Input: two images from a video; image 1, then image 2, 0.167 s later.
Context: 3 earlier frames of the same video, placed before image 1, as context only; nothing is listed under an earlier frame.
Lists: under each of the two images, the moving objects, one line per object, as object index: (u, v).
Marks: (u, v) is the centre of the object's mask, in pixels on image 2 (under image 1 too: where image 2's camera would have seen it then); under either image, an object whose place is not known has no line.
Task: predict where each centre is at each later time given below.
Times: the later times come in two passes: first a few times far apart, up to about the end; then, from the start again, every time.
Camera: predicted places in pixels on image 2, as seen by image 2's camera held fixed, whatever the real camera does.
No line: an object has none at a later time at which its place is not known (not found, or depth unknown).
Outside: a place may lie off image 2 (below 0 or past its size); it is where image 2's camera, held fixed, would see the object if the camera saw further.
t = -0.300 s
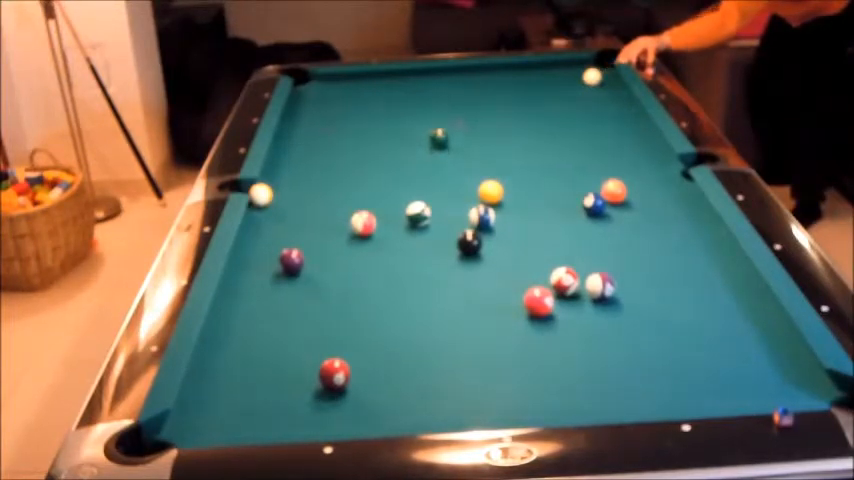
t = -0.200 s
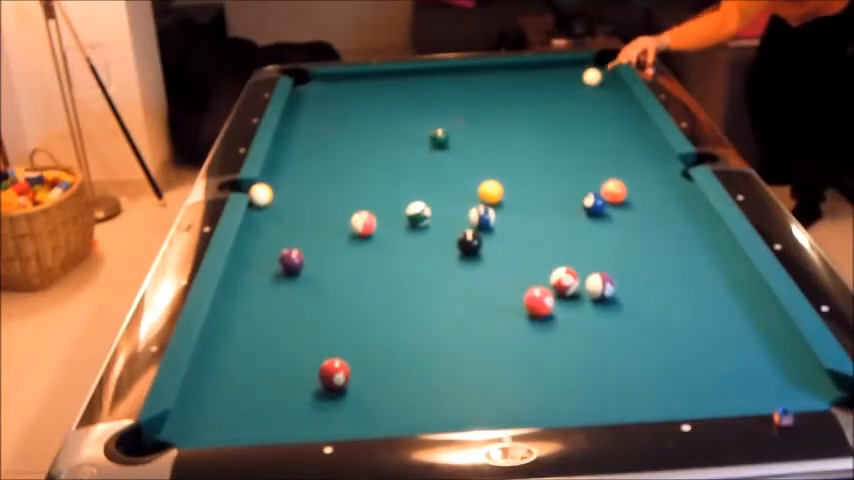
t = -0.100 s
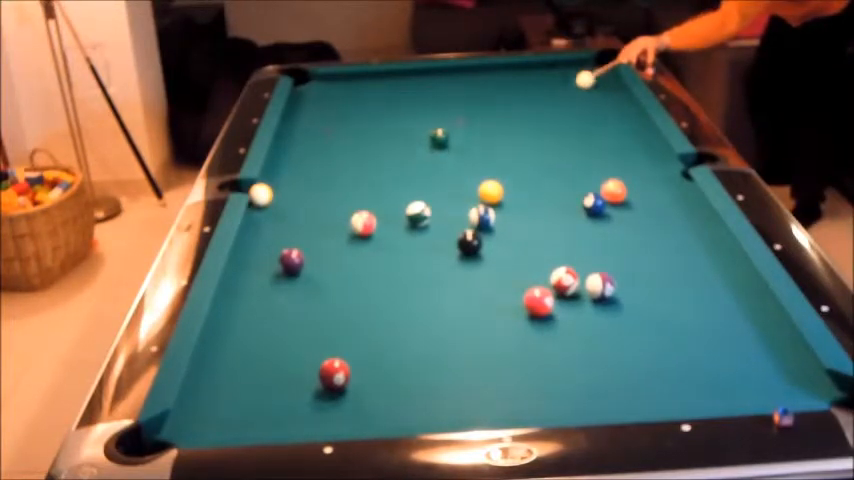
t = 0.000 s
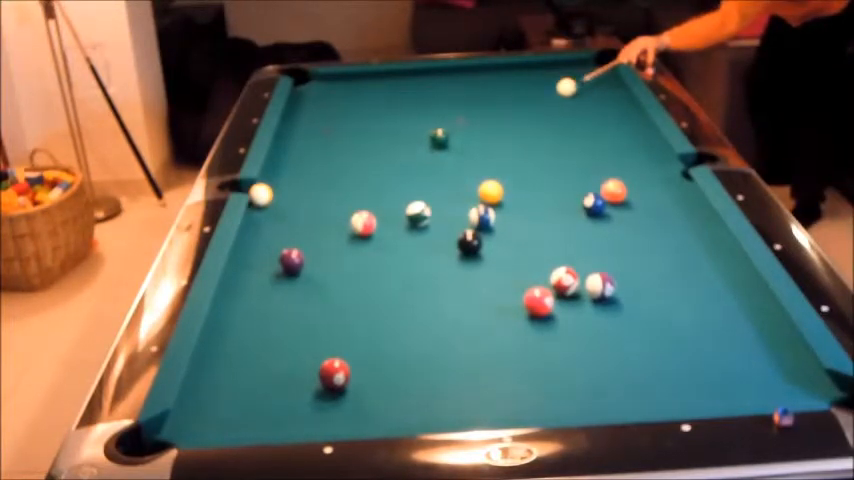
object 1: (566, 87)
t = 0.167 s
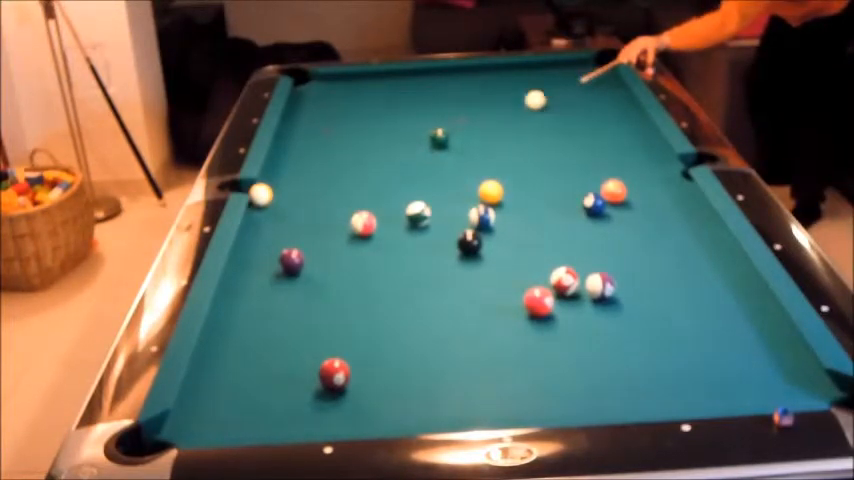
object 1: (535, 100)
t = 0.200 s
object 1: (529, 102)
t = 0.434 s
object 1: (481, 122)
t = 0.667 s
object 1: (457, 136)
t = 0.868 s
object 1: (453, 143)
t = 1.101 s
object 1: (449, 151)
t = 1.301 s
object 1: (445, 158)
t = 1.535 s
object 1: (441, 165)
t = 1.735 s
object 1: (437, 172)
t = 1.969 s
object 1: (433, 179)
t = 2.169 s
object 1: (430, 185)
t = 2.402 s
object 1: (426, 190)
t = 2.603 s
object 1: (423, 194)
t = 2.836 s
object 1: (420, 198)
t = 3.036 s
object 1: (416, 199)
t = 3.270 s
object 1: (413, 201)
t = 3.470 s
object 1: (413, 202)
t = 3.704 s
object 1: (413, 203)
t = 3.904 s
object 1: (413, 202)
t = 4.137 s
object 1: (413, 202)
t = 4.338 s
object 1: (412, 202)
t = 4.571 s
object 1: (412, 202)
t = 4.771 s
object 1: (412, 202)
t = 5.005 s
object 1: (412, 202)
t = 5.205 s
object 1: (412, 202)
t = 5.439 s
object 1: (412, 202)
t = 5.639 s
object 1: (412, 202)
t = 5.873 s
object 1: (412, 203)
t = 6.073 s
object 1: (412, 202)
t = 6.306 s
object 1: (412, 203)
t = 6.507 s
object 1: (412, 202)
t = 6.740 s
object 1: (412, 202)
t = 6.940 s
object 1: (412, 202)
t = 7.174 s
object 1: (412, 202)
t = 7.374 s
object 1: (412, 202)
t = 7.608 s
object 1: (412, 202)
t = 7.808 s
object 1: (413, 202)
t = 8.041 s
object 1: (413, 202)
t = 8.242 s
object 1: (412, 202)
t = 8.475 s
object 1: (412, 202)
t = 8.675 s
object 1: (412, 203)
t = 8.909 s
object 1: (412, 202)
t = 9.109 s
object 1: (412, 202)
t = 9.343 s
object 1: (413, 202)
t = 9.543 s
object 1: (413, 202)
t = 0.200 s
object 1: (529, 102)
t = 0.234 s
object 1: (522, 105)
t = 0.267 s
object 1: (516, 107)
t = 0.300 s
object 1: (509, 110)
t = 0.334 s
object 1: (502, 113)
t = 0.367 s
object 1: (495, 116)
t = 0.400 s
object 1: (488, 119)
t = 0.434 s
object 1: (481, 122)
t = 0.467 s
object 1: (474, 124)
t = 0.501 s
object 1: (467, 128)
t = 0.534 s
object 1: (460, 131)
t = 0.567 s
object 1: (456, 132)
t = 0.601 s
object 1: (457, 134)
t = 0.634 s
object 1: (457, 134)
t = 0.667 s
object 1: (457, 136)
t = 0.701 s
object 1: (456, 137)
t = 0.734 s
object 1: (455, 138)
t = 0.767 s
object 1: (455, 139)
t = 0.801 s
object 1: (454, 141)
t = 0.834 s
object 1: (453, 142)
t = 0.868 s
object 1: (453, 143)
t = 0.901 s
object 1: (452, 144)
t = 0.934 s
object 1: (451, 146)
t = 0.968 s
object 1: (451, 147)
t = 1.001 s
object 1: (450, 148)
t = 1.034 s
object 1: (450, 149)
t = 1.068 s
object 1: (449, 150)
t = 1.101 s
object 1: (449, 151)
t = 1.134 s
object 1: (448, 152)
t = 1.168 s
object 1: (447, 154)
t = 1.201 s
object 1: (447, 155)
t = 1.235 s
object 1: (446, 156)
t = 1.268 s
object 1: (446, 157)
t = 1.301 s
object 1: (445, 158)
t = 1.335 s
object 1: (444, 159)
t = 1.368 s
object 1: (444, 160)
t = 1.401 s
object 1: (443, 161)
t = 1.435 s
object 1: (442, 162)
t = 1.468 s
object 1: (442, 164)
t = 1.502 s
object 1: (441, 165)
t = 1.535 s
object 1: (441, 165)
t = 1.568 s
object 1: (440, 167)
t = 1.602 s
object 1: (440, 168)
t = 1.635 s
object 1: (439, 169)
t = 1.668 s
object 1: (439, 170)
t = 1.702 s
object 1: (438, 171)
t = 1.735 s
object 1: (437, 172)
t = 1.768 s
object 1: (436, 173)
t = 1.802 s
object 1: (436, 174)
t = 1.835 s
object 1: (435, 175)
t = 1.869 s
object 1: (435, 176)
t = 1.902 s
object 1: (434, 177)
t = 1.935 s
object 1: (434, 178)
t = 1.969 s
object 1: (433, 179)
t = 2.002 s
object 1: (433, 180)
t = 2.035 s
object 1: (432, 181)
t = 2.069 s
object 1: (431, 182)
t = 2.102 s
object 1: (431, 183)
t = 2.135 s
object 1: (430, 184)
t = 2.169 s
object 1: (430, 185)
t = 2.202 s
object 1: (429, 186)
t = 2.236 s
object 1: (429, 187)
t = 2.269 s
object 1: (428, 188)
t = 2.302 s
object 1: (428, 188)
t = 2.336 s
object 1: (427, 189)
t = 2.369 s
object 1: (427, 190)
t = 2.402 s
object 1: (426, 190)
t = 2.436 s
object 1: (425, 191)
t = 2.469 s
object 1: (425, 192)
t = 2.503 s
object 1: (425, 192)
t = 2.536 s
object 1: (424, 193)
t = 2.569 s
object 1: (424, 193)
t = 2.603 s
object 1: (423, 194)
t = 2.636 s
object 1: (423, 195)
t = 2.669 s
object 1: (423, 196)
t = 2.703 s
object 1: (422, 196)
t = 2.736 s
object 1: (421, 197)
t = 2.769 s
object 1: (421, 197)
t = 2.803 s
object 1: (420, 198)
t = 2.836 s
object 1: (420, 198)
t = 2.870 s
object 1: (419, 198)
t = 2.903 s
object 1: (418, 198)
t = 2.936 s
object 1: (417, 199)
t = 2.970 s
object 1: (417, 199)
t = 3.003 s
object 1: (416, 199)
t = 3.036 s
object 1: (416, 199)
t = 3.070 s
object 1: (415, 200)
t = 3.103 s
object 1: (415, 200)
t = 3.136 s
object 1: (415, 200)
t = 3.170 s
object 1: (414, 201)
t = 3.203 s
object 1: (414, 201)
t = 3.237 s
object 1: (414, 201)
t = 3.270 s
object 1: (413, 201)
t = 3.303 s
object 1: (413, 202)
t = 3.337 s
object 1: (413, 202)
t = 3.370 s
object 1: (413, 202)
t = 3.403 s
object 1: (413, 202)
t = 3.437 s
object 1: (412, 202)
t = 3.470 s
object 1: (413, 202)
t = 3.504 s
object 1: (413, 202)
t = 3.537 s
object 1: (413, 202)
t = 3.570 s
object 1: (413, 202)
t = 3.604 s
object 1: (412, 202)
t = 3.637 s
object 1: (412, 203)
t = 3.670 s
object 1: (413, 203)
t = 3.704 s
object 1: (413, 203)
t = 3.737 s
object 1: (413, 202)
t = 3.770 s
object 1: (413, 202)
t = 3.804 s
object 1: (413, 203)
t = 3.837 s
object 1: (413, 203)
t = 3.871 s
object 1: (413, 202)
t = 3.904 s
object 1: (413, 202)
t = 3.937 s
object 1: (413, 202)
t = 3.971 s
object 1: (413, 202)
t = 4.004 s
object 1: (413, 202)
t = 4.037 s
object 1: (413, 202)
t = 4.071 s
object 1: (413, 202)
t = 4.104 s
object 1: (413, 202)
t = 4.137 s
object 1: (413, 202)
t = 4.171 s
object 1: (413, 202)
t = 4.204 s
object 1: (413, 202)
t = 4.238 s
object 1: (412, 202)
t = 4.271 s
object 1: (412, 202)
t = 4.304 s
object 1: (412, 202)
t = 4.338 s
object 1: (412, 202)
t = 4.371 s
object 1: (412, 202)
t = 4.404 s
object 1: (412, 202)
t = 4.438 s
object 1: (412, 202)
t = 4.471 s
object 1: (412, 202)
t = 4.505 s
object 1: (412, 202)
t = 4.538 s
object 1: (412, 202)
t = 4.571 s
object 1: (412, 202)
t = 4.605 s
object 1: (412, 202)
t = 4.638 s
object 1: (412, 202)
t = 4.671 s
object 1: (412, 202)
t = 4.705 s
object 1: (412, 202)
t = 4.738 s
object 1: (412, 202)
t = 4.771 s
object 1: (412, 202)
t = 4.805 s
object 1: (412, 202)
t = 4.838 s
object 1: (412, 202)
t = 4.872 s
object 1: (412, 202)
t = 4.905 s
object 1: (412, 202)
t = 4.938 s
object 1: (412, 202)
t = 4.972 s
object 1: (412, 202)
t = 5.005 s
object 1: (412, 202)
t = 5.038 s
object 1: (412, 202)
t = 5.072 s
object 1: (412, 202)
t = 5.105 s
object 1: (412, 202)
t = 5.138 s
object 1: (412, 202)
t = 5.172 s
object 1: (412, 202)
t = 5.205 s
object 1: (412, 202)
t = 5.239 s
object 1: (413, 202)
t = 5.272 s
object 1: (412, 202)
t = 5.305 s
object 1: (412, 202)
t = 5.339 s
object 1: (413, 202)
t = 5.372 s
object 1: (412, 202)
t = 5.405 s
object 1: (412, 202)
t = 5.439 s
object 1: (412, 202)
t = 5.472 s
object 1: (412, 202)
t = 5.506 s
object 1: (412, 202)
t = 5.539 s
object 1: (412, 202)
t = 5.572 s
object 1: (412, 202)
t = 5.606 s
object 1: (412, 202)
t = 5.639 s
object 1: (412, 202)
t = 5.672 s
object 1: (412, 202)
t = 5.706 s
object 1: (412, 203)
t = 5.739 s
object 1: (412, 203)
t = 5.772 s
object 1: (412, 202)
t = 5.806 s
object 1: (412, 203)
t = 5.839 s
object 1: (412, 202)
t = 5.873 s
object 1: (412, 203)
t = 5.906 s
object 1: (412, 203)
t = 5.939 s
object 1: (413, 203)
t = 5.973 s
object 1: (412, 203)
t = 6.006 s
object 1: (412, 203)
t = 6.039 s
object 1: (412, 203)
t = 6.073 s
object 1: (412, 202)
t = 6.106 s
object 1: (412, 202)
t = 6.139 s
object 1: (412, 202)
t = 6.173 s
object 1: (412, 202)
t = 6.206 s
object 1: (412, 202)
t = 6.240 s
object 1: (412, 202)
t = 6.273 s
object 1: (412, 202)
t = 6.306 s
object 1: (412, 203)
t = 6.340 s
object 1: (412, 202)
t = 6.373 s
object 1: (412, 202)
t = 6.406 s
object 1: (412, 202)
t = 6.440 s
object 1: (412, 202)
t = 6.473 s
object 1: (412, 202)
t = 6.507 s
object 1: (412, 202)
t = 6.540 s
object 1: (412, 202)
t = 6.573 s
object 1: (412, 202)
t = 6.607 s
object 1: (412, 202)
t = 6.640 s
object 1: (412, 202)
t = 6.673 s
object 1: (412, 202)
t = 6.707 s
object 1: (412, 202)
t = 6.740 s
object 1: (412, 202)
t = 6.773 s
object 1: (412, 202)
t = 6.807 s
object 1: (412, 202)
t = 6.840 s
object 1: (412, 202)
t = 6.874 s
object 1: (412, 202)
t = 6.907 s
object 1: (412, 202)
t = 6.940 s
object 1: (412, 202)
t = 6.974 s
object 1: (412, 202)
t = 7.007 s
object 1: (412, 202)
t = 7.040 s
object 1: (412, 202)
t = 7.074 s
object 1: (412, 202)
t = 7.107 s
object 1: (412, 202)
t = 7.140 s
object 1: (412, 202)
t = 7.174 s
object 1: (412, 202)
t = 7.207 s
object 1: (412, 202)
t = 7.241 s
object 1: (412, 202)
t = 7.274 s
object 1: (412, 202)
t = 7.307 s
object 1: (412, 202)
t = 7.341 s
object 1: (413, 202)
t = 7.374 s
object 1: (412, 202)
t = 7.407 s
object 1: (412, 202)
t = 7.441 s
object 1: (413, 202)
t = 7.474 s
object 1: (413, 202)
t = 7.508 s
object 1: (412, 202)
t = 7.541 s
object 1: (413, 202)
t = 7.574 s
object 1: (413, 202)
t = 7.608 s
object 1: (412, 202)
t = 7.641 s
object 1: (413, 202)
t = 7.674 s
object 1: (412, 202)
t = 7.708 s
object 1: (413, 202)
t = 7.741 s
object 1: (412, 202)
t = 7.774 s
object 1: (413, 202)
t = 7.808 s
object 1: (413, 202)
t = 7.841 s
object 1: (412, 202)
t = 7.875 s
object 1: (413, 202)
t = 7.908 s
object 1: (412, 202)
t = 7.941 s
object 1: (412, 202)
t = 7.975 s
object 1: (413, 202)
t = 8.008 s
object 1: (412, 202)
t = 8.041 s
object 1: (413, 202)
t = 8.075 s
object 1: (413, 202)
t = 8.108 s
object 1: (413, 202)
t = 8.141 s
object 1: (413, 202)
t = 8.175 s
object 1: (413, 202)
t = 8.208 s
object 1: (413, 202)
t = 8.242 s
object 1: (412, 202)
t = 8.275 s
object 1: (413, 202)
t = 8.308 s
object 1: (413, 202)
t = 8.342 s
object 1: (412, 202)
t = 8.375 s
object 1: (412, 202)
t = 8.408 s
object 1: (412, 202)
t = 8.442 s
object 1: (412, 202)
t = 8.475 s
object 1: (412, 202)
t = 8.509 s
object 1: (412, 202)
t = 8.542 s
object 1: (412, 202)
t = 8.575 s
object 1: (412, 202)
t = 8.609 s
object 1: (412, 202)
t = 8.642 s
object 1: (412, 202)
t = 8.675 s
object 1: (412, 203)
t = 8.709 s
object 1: (412, 202)
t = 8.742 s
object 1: (412, 203)
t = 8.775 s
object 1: (412, 202)
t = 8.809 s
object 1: (412, 202)
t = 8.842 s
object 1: (413, 203)
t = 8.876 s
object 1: (412, 202)
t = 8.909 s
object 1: (412, 202)
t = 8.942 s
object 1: (412, 202)
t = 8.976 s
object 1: (412, 202)
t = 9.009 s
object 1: (412, 202)
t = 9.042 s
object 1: (412, 202)
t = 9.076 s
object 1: (412, 202)
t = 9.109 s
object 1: (412, 202)
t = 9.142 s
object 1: (412, 202)
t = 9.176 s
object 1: (412, 202)
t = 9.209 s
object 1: (412, 202)
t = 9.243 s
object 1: (412, 202)
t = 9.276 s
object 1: (412, 202)
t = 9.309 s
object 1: (412, 202)
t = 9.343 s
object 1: (413, 202)
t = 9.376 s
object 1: (413, 202)
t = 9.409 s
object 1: (412, 202)
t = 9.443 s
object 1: (412, 202)
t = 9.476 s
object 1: (412, 202)
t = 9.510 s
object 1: (412, 202)
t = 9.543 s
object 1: (413, 202)
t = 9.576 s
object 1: (412, 202)
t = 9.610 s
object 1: (412, 202)
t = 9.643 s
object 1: (412, 202)
